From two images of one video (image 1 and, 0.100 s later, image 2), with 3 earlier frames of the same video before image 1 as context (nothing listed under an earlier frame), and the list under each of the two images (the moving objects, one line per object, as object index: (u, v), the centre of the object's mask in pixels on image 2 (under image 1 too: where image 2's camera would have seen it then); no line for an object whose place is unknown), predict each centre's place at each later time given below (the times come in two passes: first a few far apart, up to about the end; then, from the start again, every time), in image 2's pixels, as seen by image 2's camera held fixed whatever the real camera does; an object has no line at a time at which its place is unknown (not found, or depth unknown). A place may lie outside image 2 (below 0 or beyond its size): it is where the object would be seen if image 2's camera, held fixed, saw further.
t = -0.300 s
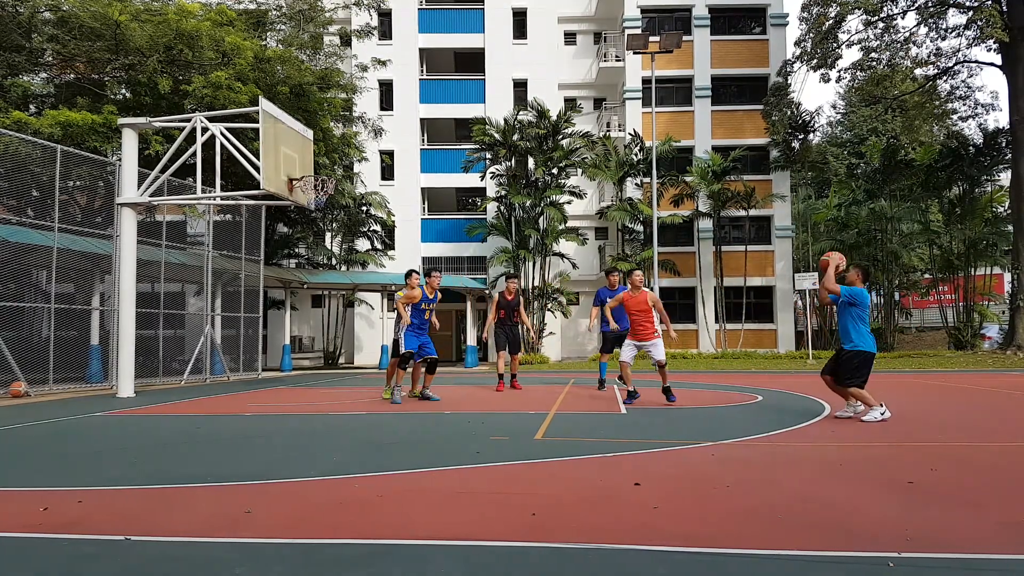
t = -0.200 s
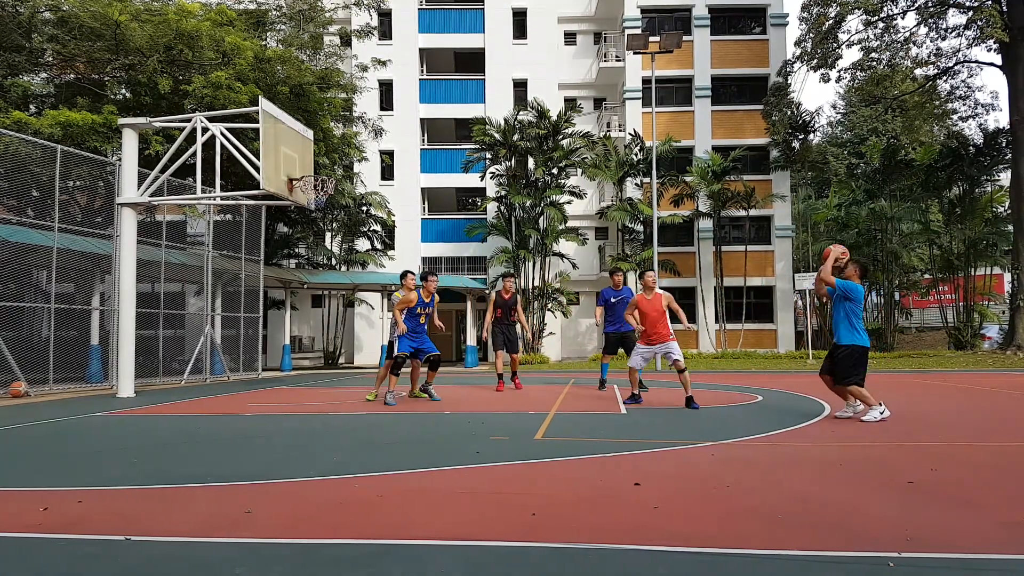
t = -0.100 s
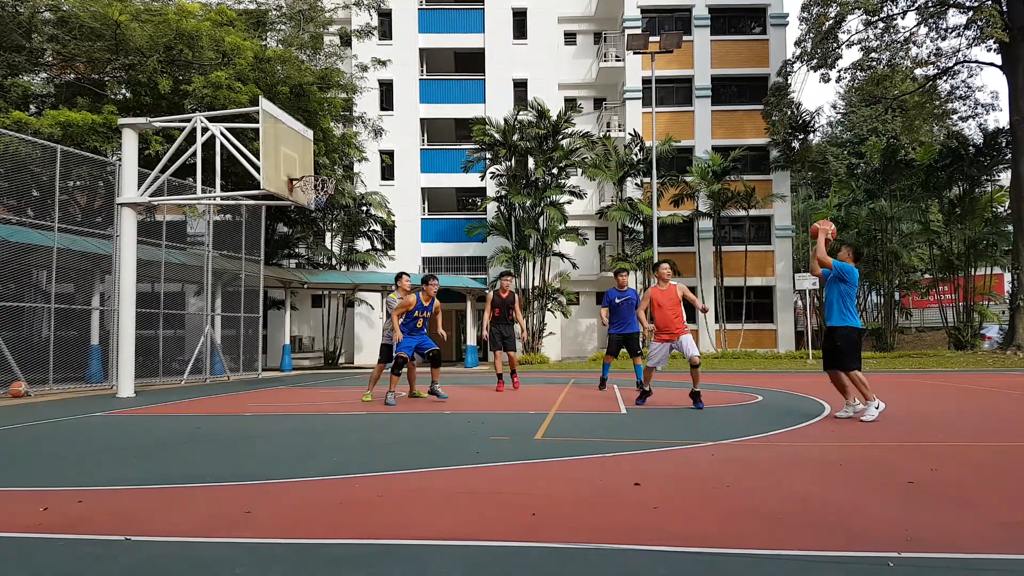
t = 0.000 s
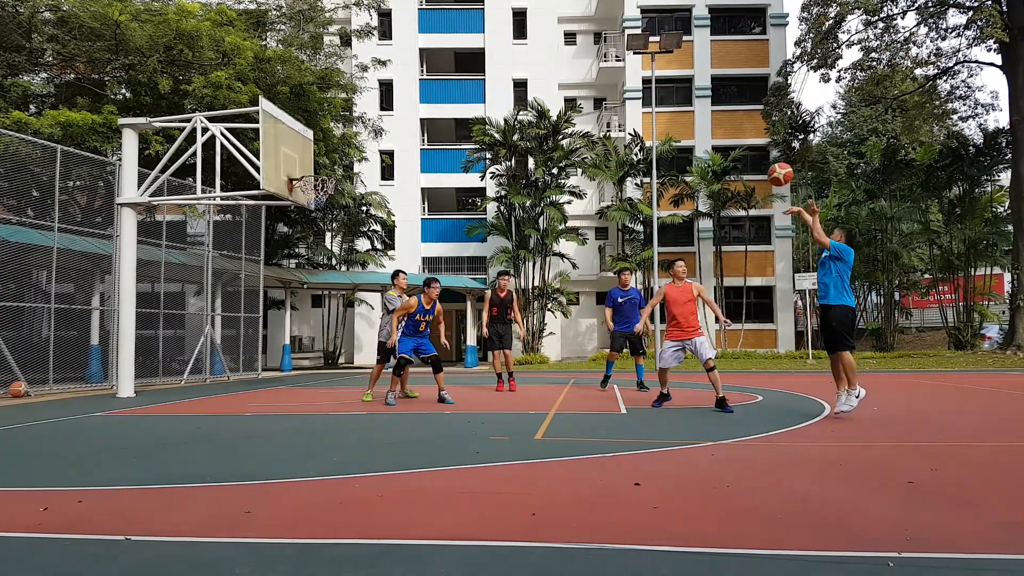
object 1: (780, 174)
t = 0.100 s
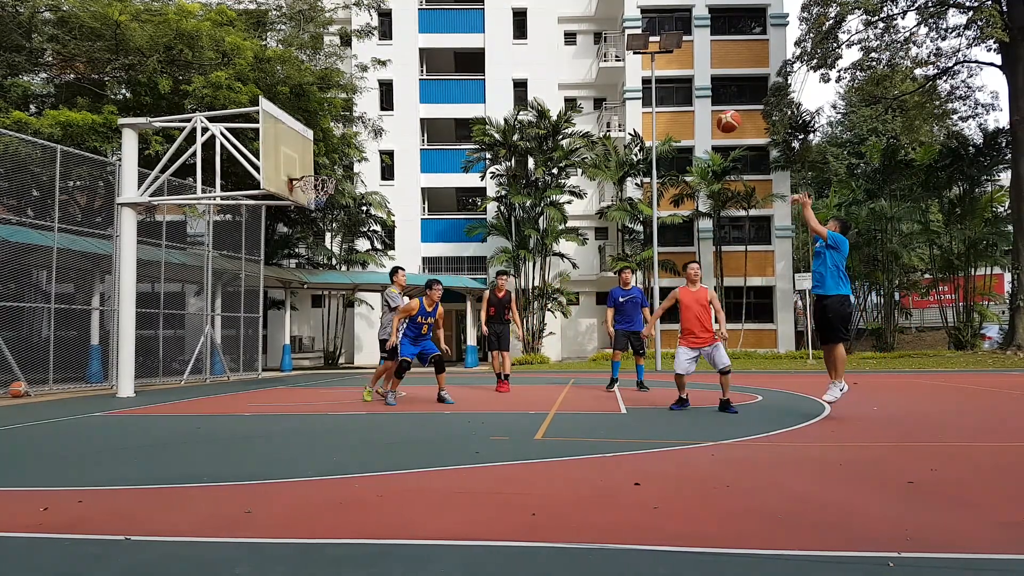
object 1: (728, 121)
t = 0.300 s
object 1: (637, 50)
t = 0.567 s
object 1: (534, 16)
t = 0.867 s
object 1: (437, 43)
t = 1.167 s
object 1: (357, 129)
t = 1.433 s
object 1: (311, 181)
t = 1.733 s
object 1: (326, 199)
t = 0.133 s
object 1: (712, 106)
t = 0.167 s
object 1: (696, 93)
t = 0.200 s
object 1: (681, 81)
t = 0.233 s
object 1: (665, 71)
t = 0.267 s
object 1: (651, 60)
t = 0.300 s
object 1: (637, 50)
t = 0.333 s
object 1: (623, 43)
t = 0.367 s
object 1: (609, 36)
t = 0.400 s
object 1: (596, 31)
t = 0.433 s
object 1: (583, 25)
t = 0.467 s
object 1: (570, 21)
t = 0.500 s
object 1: (558, 19)
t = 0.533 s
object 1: (546, 17)
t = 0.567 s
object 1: (534, 16)
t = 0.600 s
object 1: (522, 15)
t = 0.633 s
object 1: (511, 17)
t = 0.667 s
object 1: (500, 18)
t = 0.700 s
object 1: (489, 20)
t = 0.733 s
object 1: (478, 24)
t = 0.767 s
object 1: (468, 27)
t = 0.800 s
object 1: (457, 32)
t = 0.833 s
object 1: (447, 38)
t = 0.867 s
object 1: (437, 43)
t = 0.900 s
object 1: (427, 51)
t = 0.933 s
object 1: (418, 58)
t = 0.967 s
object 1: (409, 66)
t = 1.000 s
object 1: (400, 75)
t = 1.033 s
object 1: (390, 85)
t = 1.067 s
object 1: (382, 95)
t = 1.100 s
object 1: (373, 106)
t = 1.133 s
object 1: (365, 117)
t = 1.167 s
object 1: (357, 129)
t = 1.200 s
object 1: (349, 142)
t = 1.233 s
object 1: (341, 154)
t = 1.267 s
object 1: (333, 169)
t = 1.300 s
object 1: (326, 174)
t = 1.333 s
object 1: (319, 180)
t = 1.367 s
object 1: (314, 180)
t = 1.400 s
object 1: (313, 180)
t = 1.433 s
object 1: (311, 181)
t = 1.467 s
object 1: (315, 183)
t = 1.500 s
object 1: (321, 185)
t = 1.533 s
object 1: (326, 188)
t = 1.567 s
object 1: (329, 190)
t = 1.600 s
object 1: (332, 190)
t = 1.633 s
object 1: (328, 194)
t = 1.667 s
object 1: (328, 195)
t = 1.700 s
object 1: (328, 196)
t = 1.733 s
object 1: (326, 199)
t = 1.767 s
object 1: (323, 202)
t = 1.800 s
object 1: (323, 206)
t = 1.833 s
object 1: (320, 209)
